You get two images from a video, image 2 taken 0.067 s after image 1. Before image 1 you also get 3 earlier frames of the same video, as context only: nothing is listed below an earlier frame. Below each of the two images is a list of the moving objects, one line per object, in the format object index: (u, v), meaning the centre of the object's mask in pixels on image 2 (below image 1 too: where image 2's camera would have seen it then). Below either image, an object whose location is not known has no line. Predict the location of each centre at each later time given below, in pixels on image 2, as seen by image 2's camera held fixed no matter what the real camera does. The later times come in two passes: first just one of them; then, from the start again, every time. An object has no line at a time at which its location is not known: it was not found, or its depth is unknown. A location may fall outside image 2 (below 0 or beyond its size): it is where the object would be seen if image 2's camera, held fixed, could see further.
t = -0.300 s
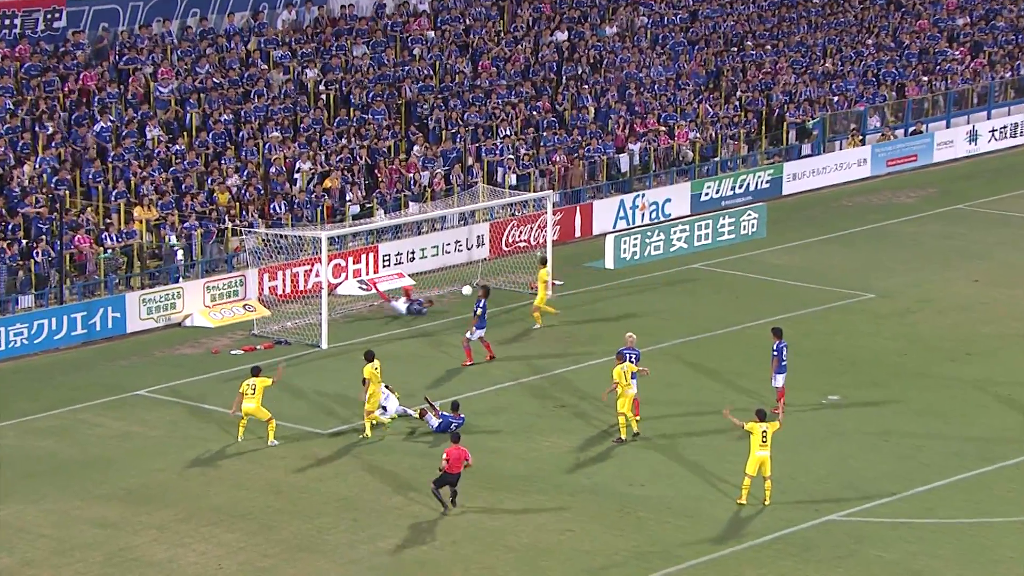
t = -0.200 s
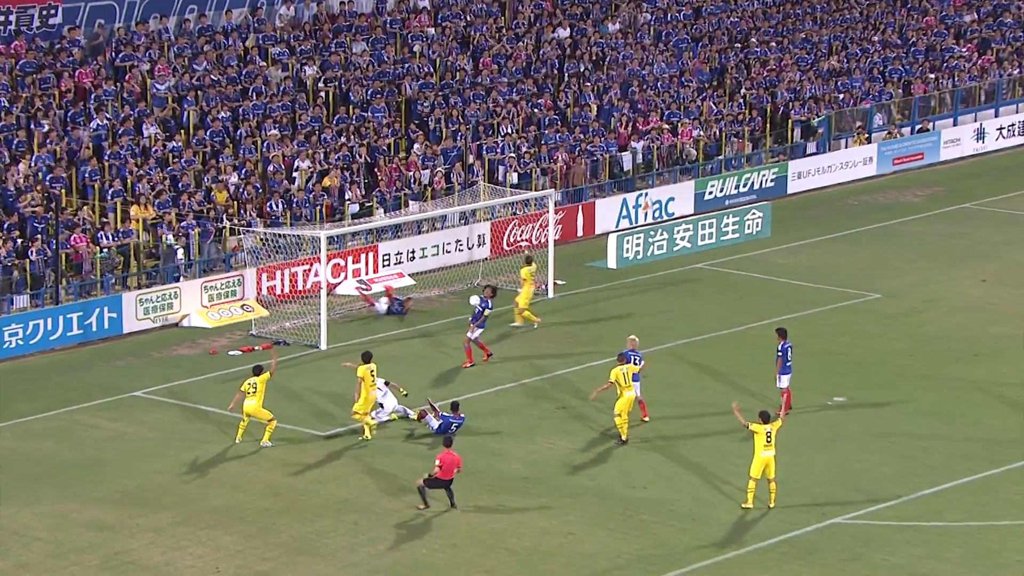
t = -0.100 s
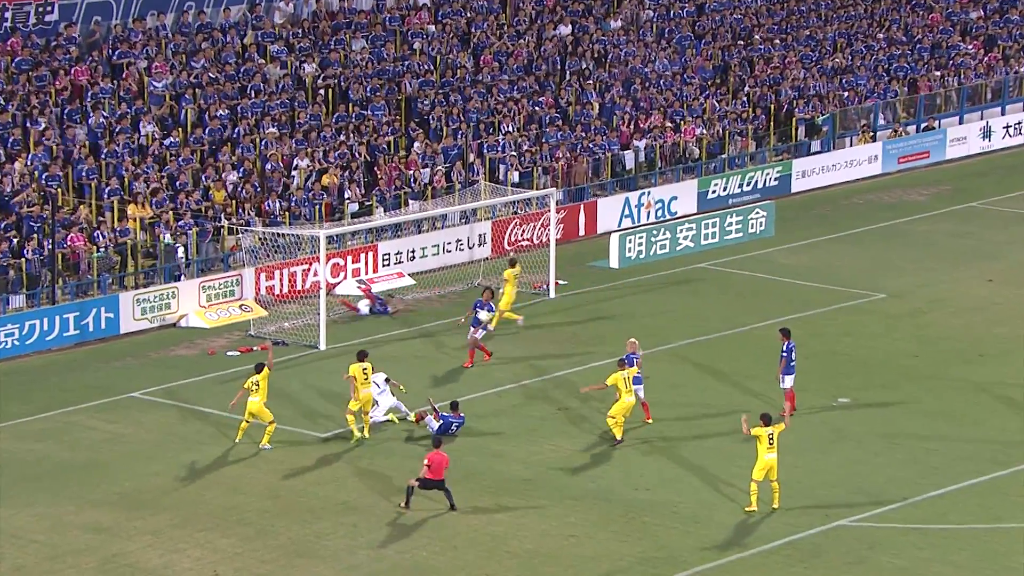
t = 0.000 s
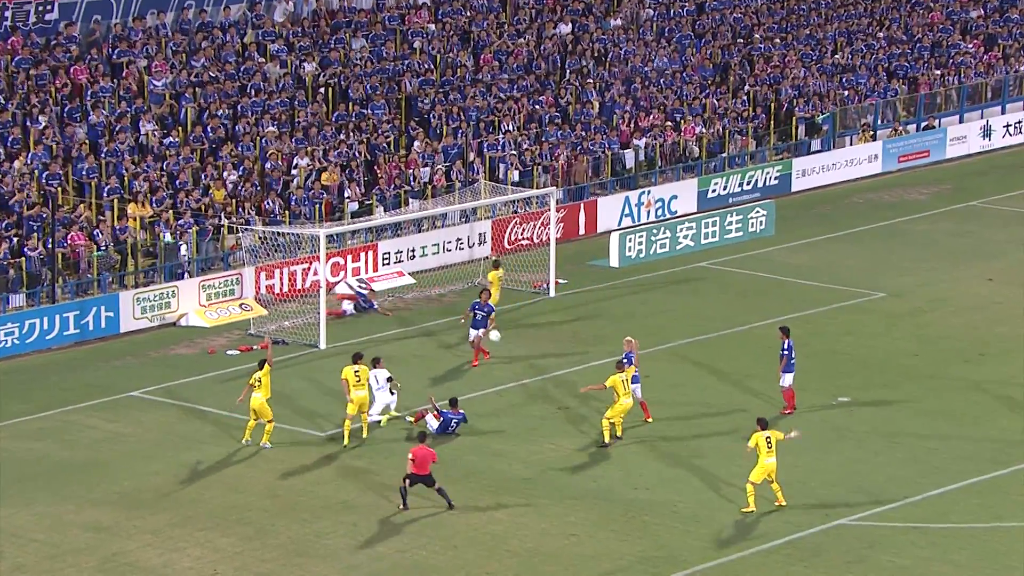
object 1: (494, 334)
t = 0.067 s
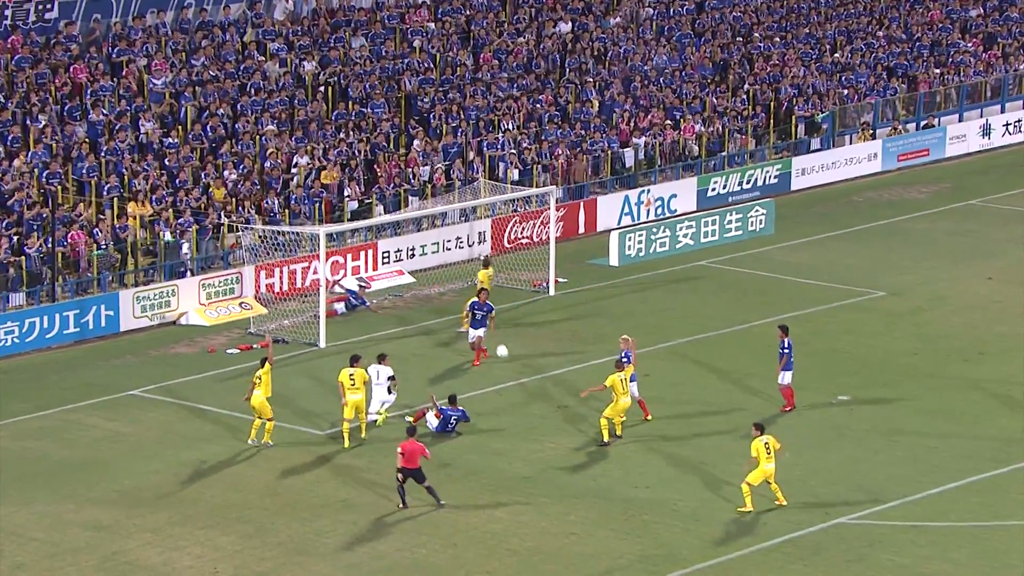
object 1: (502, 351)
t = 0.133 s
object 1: (511, 370)
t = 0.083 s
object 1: (504, 355)
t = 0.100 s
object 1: (506, 360)
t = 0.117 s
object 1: (508, 365)
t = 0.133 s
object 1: (511, 370)
